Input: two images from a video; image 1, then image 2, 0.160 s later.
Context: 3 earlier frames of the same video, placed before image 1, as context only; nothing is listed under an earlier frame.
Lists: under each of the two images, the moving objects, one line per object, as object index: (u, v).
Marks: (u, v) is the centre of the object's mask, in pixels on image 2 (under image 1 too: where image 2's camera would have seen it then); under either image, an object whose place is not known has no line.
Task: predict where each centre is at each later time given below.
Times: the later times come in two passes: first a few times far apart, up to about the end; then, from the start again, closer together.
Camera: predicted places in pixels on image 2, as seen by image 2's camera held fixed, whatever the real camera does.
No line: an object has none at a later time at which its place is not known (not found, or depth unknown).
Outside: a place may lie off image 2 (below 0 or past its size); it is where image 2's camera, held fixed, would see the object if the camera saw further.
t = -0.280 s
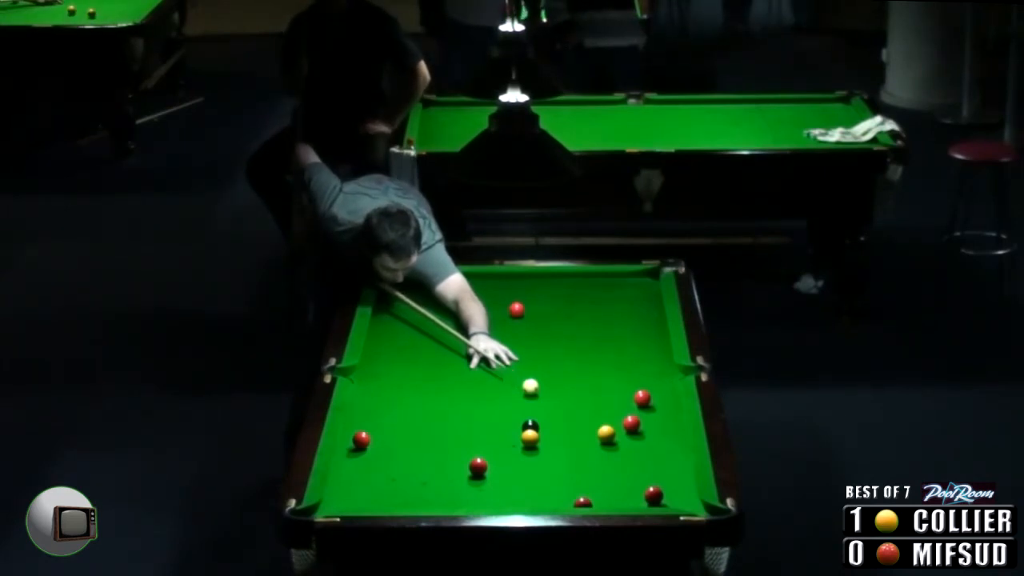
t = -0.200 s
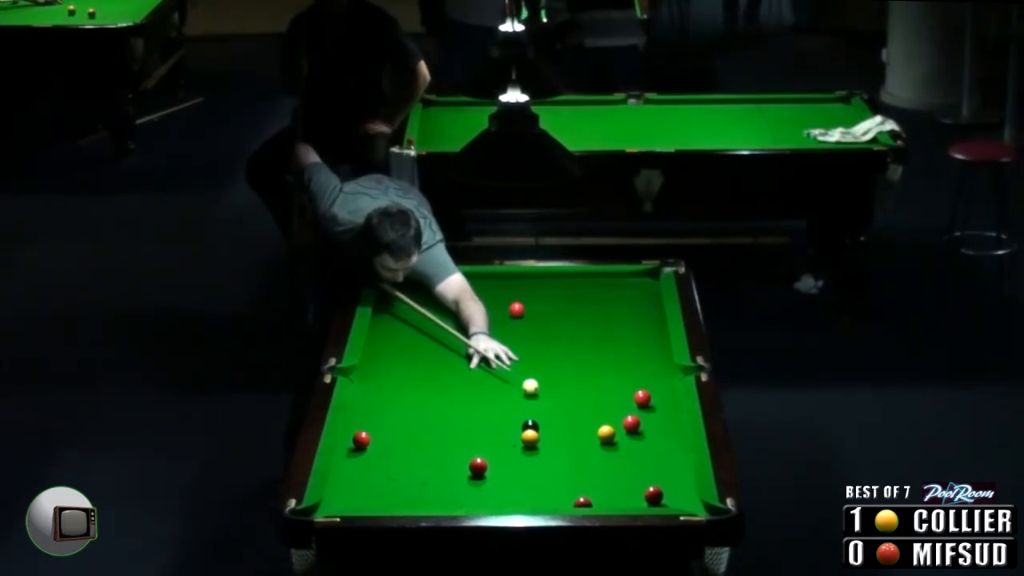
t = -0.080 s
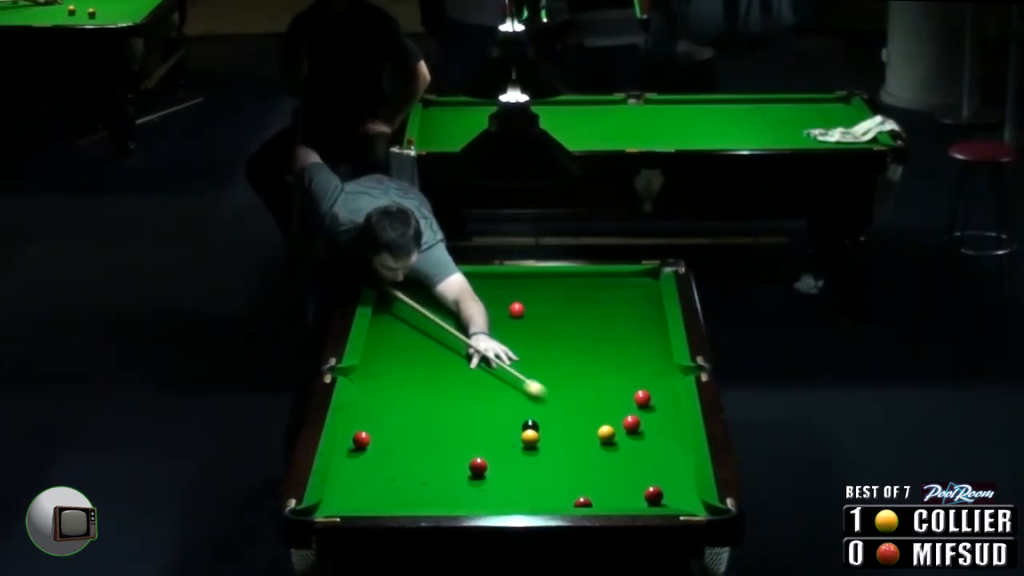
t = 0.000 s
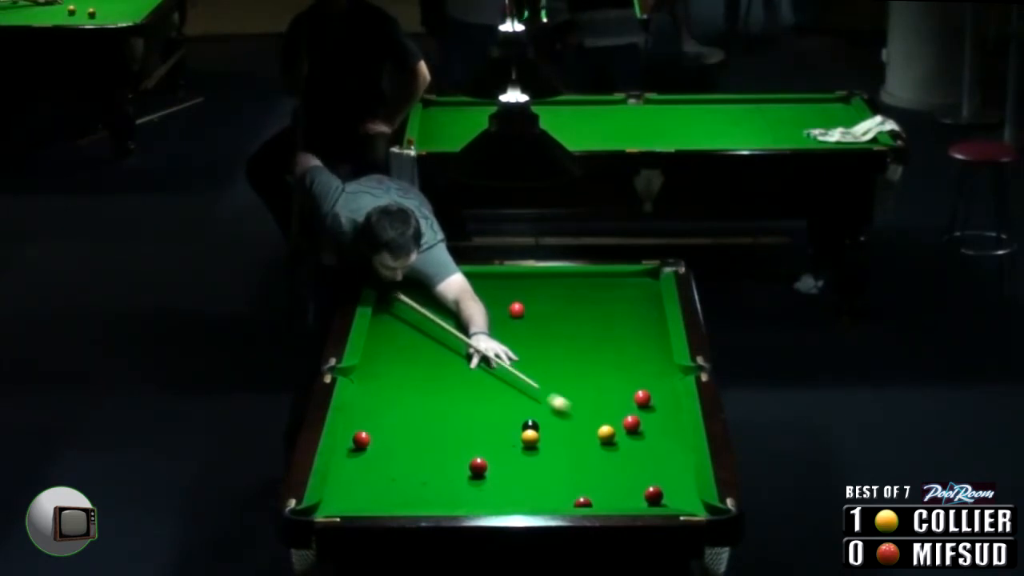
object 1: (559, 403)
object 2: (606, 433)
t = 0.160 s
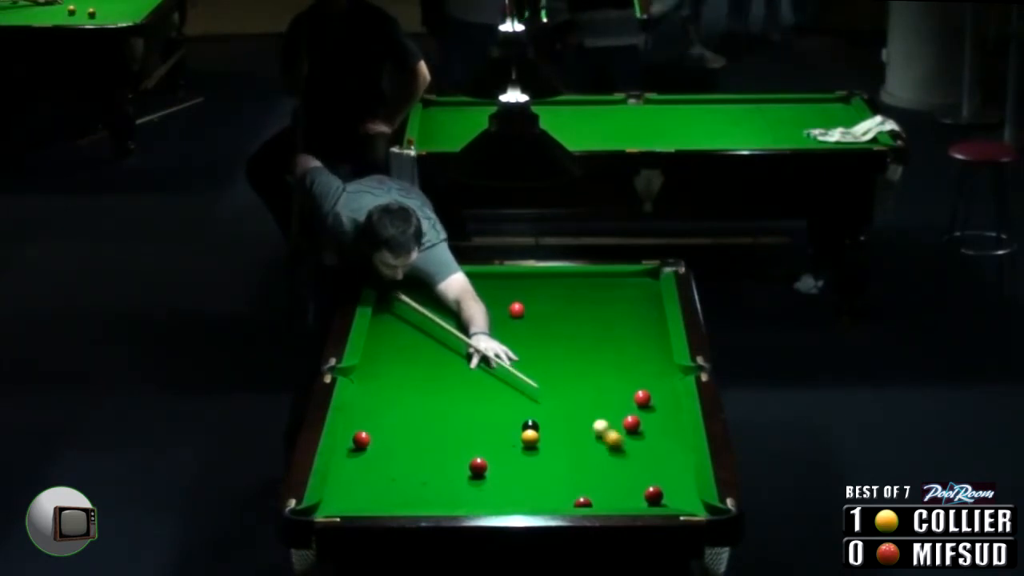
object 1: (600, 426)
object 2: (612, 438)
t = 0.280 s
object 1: (612, 428)
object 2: (636, 457)
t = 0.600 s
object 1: (648, 438)
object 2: (691, 501)
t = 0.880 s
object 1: (678, 446)
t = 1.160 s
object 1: (669, 451)
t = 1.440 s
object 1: (659, 456)
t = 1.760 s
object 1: (649, 460)
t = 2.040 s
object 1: (642, 464)
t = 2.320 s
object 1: (636, 465)
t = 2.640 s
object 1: (633, 467)
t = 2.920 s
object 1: (632, 467)
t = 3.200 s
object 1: (632, 467)
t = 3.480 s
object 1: (632, 467)
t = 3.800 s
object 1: (632, 467)
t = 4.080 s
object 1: (632, 467)
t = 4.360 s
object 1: (632, 467)
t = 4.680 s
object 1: (632, 467)
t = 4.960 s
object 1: (632, 467)
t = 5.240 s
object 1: (632, 467)
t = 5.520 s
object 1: (632, 467)
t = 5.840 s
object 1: (632, 467)
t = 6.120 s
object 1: (632, 467)
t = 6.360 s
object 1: (631, 466)
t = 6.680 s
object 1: (632, 466)
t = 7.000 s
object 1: (632, 466)
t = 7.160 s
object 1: (632, 466)
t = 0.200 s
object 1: (604, 427)
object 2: (622, 445)
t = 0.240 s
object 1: (607, 428)
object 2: (629, 451)
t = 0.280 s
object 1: (612, 428)
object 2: (636, 457)
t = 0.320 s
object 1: (617, 430)
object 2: (643, 462)
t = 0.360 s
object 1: (621, 431)
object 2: (650, 468)
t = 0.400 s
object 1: (625, 432)
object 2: (656, 473)
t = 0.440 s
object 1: (630, 433)
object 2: (663, 479)
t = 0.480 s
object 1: (635, 435)
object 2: (670, 484)
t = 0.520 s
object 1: (639, 436)
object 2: (677, 490)
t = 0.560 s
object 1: (644, 437)
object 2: (683, 496)
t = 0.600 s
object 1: (648, 438)
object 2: (691, 501)
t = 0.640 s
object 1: (653, 439)
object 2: (698, 506)
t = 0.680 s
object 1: (657, 440)
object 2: (703, 512)
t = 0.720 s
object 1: (661, 442)
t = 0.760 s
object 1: (665, 443)
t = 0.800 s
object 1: (670, 444)
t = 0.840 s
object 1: (674, 445)
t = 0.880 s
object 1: (678, 446)
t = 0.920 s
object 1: (680, 447)
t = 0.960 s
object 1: (678, 448)
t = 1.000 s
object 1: (676, 448)
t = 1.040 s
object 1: (674, 449)
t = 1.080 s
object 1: (672, 450)
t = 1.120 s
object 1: (671, 451)
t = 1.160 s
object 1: (669, 451)
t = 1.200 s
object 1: (668, 452)
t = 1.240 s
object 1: (666, 453)
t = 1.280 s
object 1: (665, 453)
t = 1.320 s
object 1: (663, 454)
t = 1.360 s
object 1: (662, 455)
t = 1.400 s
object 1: (660, 456)
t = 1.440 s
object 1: (659, 456)
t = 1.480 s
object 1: (657, 456)
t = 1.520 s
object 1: (656, 457)
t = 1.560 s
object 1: (654, 458)
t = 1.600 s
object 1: (653, 458)
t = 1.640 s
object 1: (652, 459)
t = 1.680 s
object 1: (651, 459)
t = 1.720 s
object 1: (650, 460)
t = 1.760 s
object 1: (649, 460)
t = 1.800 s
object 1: (648, 461)
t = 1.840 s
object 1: (646, 461)
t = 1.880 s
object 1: (646, 462)
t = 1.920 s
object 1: (645, 462)
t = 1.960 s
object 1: (643, 463)
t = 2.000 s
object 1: (643, 463)
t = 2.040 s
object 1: (642, 464)
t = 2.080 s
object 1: (641, 464)
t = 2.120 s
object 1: (640, 464)
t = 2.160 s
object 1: (639, 465)
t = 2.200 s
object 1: (639, 465)
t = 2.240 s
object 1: (638, 465)
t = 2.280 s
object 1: (637, 465)
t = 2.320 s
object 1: (636, 465)
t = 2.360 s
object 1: (636, 466)
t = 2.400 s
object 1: (635, 466)
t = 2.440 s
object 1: (635, 466)
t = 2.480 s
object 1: (634, 466)
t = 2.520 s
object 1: (634, 466)
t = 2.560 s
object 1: (634, 466)
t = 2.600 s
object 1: (633, 466)
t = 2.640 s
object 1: (633, 467)
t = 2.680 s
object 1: (633, 467)
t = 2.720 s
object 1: (632, 467)
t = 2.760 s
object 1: (632, 467)
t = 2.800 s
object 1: (632, 467)
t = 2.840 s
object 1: (632, 467)
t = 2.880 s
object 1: (632, 467)
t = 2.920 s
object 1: (632, 467)
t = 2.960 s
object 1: (632, 467)
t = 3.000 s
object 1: (632, 467)
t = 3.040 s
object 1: (632, 467)
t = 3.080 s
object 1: (632, 467)
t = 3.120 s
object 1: (632, 467)
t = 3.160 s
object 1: (632, 467)
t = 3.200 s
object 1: (632, 467)
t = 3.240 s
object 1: (632, 467)
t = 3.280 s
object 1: (632, 467)
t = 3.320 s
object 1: (632, 467)
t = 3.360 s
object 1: (632, 467)
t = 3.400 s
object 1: (632, 467)
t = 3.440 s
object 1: (632, 467)
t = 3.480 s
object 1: (632, 467)
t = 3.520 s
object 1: (632, 467)
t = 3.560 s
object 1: (632, 467)
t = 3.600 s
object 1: (632, 467)
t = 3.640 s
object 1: (632, 467)
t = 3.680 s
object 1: (632, 467)
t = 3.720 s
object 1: (632, 467)
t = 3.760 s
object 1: (632, 467)
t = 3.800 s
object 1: (632, 467)
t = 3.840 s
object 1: (632, 467)
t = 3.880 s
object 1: (632, 467)
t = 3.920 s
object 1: (632, 467)
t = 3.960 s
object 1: (632, 467)
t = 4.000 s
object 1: (632, 467)
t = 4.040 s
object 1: (632, 467)
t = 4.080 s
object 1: (632, 467)
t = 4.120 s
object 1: (632, 467)
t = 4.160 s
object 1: (632, 467)
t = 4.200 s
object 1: (632, 467)
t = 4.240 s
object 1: (632, 467)
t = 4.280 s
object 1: (632, 467)
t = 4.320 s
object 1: (632, 467)
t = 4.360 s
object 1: (632, 467)
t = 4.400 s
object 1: (632, 467)
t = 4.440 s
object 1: (632, 467)
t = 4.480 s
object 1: (632, 467)
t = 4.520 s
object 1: (632, 467)
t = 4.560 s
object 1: (632, 467)
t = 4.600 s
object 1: (632, 467)
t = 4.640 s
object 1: (632, 467)
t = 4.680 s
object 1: (632, 467)
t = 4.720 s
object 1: (632, 467)
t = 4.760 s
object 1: (632, 467)
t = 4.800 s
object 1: (632, 467)
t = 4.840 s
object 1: (632, 467)
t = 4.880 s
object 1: (632, 467)
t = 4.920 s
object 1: (632, 467)
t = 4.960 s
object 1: (632, 467)
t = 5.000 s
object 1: (632, 467)
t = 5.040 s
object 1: (632, 467)
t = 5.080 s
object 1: (632, 467)
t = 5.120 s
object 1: (632, 467)
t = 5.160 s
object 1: (632, 467)
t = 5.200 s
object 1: (632, 467)
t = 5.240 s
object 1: (632, 467)
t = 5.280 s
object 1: (632, 467)
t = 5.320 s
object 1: (632, 467)
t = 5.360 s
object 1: (632, 467)
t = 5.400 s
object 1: (632, 467)
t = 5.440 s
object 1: (632, 467)
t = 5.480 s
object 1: (632, 467)
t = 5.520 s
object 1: (632, 467)
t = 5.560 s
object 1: (632, 467)
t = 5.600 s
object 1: (632, 467)
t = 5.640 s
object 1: (632, 467)
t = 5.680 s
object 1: (632, 467)
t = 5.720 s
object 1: (632, 467)
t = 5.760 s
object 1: (632, 467)
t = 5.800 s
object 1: (632, 467)
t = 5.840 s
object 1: (632, 467)
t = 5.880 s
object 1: (632, 467)
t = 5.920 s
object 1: (632, 467)
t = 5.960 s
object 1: (632, 467)
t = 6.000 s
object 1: (632, 467)
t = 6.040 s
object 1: (632, 467)
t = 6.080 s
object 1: (632, 467)
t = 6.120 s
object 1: (632, 467)
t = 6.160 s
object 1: (632, 467)
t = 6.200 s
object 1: (632, 467)
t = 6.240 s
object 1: (632, 467)
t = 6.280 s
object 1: (632, 467)
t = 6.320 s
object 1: (632, 467)
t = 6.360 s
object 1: (631, 466)
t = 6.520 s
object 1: (632, 466)
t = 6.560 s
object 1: (632, 467)
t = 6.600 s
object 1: (632, 467)
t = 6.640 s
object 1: (632, 466)
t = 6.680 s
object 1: (632, 466)
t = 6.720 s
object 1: (632, 466)
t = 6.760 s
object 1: (632, 466)
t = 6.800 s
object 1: (632, 466)
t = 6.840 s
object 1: (632, 466)
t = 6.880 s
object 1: (632, 466)
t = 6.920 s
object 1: (632, 466)
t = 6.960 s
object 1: (632, 467)
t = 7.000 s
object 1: (632, 466)
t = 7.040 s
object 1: (632, 466)
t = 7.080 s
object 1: (632, 466)
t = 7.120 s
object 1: (632, 466)
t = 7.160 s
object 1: (632, 466)
